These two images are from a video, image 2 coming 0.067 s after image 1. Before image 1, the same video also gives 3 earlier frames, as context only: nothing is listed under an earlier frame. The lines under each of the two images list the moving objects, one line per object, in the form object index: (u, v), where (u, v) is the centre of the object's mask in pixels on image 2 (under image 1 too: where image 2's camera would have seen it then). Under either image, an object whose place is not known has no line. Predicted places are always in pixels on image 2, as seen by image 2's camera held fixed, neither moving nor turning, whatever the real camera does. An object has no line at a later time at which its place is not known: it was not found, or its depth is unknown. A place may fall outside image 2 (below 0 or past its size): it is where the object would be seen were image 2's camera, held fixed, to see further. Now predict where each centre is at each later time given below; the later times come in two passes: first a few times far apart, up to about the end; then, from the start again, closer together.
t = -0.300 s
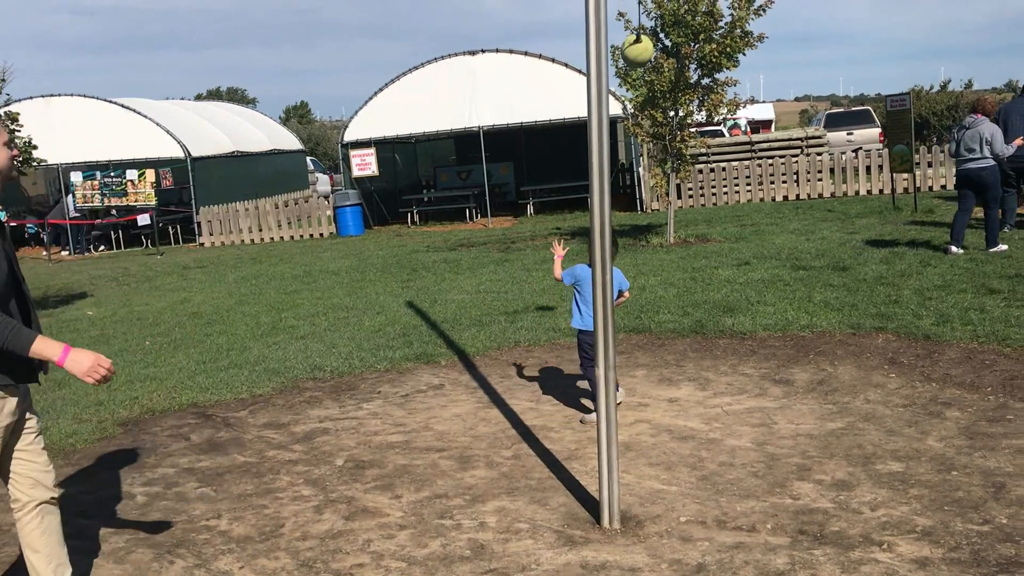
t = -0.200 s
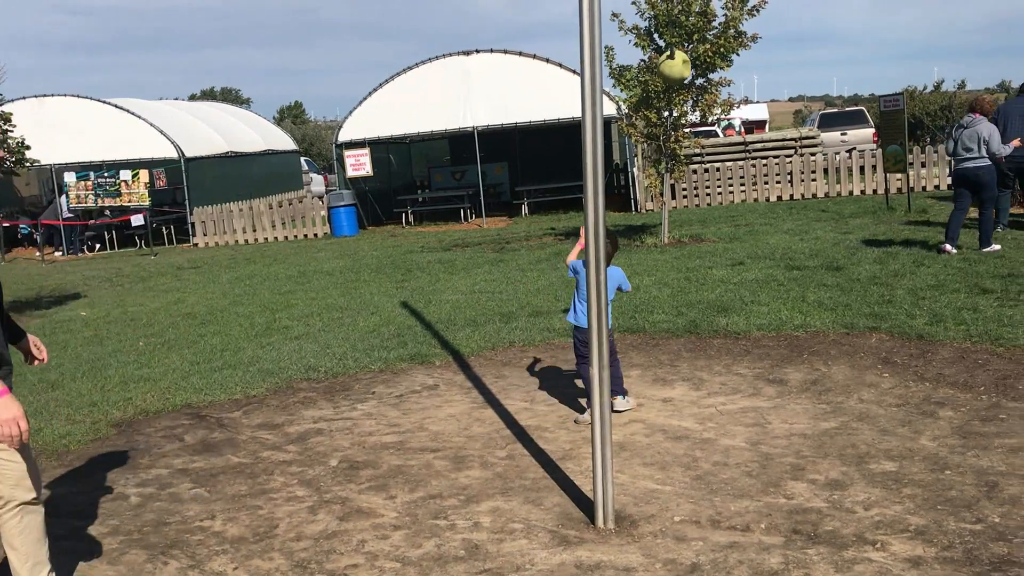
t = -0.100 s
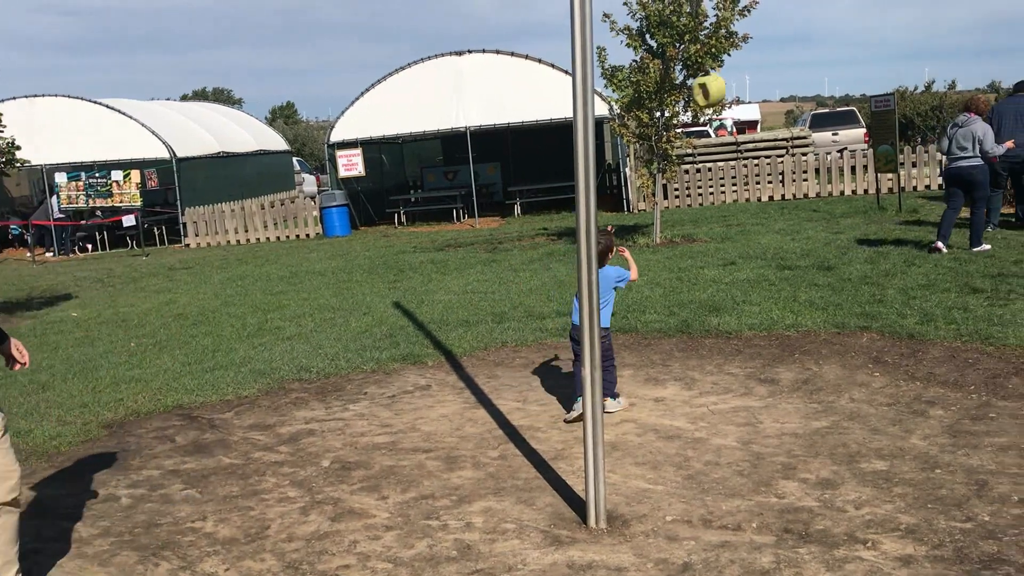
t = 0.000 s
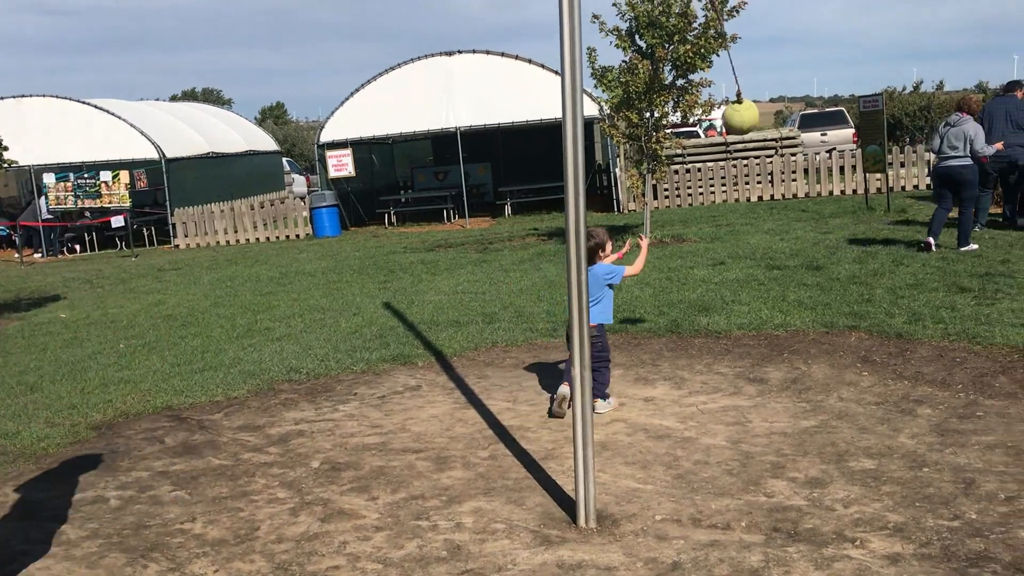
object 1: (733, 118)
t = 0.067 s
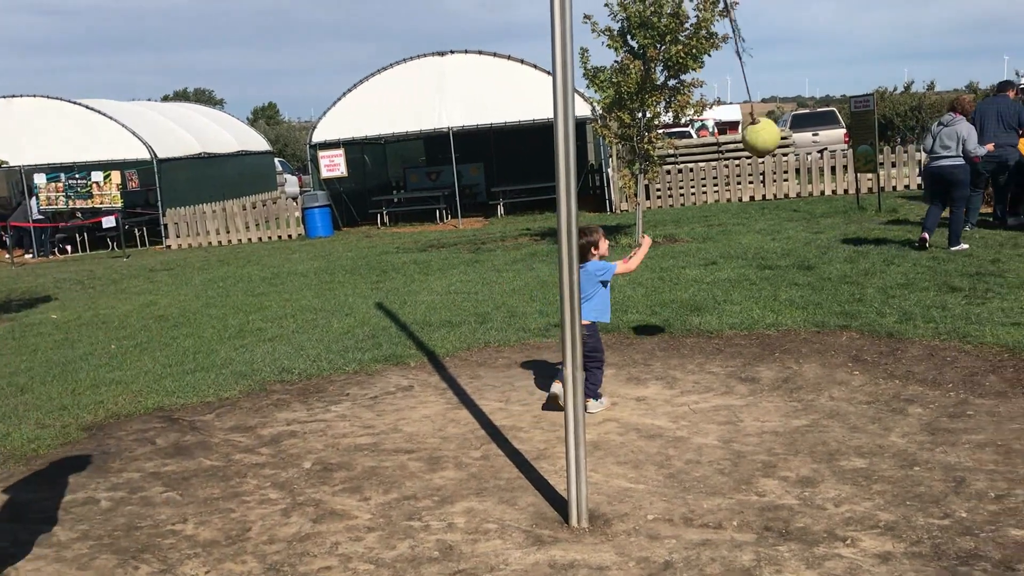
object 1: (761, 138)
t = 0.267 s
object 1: (843, 201)
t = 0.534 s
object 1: (919, 266)
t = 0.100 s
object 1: (776, 148)
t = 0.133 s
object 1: (789, 159)
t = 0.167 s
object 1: (804, 169)
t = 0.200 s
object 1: (817, 179)
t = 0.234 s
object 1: (830, 190)
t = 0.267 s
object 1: (843, 201)
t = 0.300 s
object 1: (855, 211)
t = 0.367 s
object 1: (879, 230)
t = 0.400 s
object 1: (890, 239)
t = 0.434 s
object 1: (898, 247)
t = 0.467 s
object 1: (907, 254)
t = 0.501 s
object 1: (913, 261)
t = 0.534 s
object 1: (919, 266)
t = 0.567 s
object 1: (922, 271)
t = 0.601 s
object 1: (924, 273)
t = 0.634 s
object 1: (923, 274)
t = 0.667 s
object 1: (919, 274)
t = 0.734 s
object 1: (901, 269)
